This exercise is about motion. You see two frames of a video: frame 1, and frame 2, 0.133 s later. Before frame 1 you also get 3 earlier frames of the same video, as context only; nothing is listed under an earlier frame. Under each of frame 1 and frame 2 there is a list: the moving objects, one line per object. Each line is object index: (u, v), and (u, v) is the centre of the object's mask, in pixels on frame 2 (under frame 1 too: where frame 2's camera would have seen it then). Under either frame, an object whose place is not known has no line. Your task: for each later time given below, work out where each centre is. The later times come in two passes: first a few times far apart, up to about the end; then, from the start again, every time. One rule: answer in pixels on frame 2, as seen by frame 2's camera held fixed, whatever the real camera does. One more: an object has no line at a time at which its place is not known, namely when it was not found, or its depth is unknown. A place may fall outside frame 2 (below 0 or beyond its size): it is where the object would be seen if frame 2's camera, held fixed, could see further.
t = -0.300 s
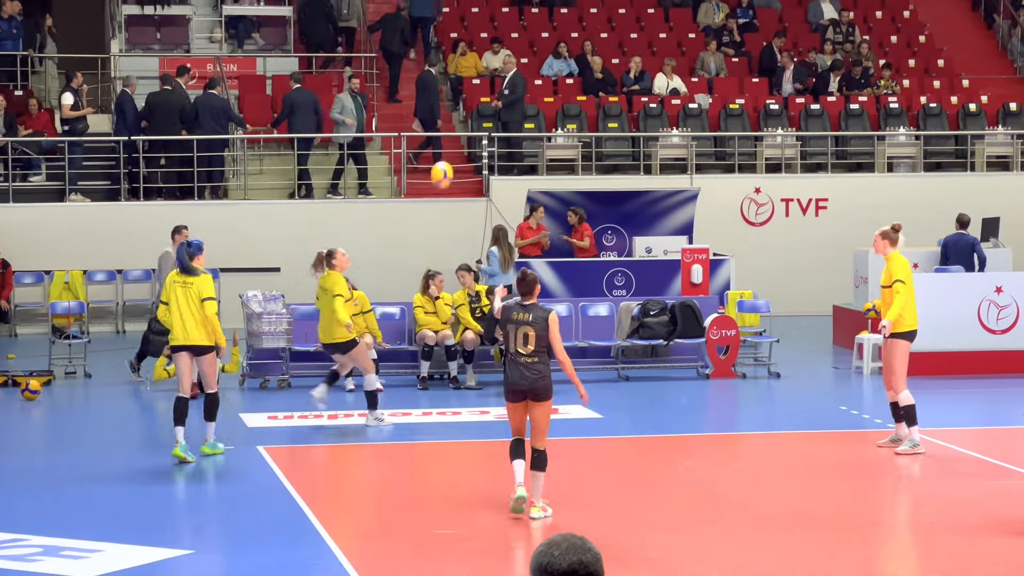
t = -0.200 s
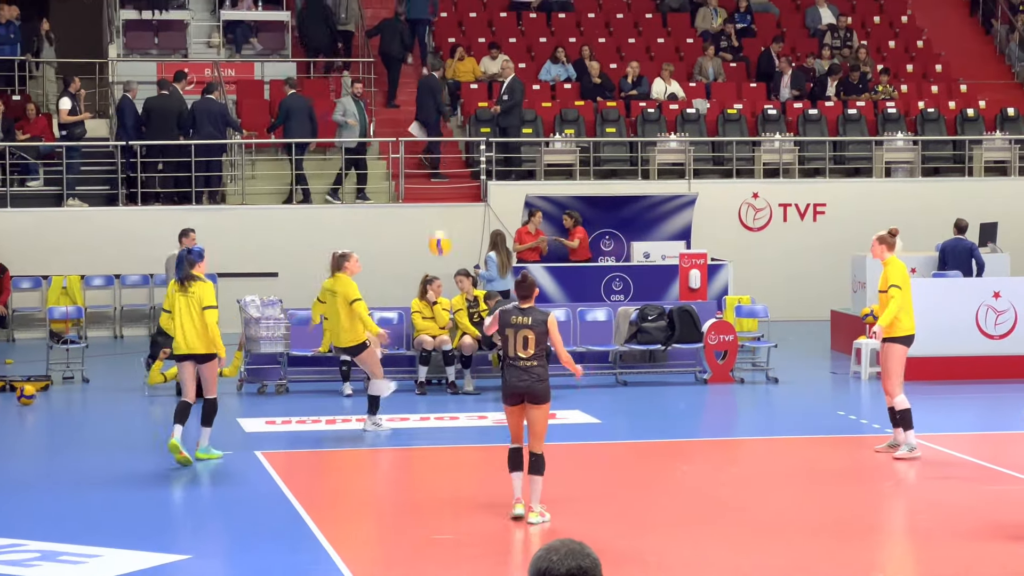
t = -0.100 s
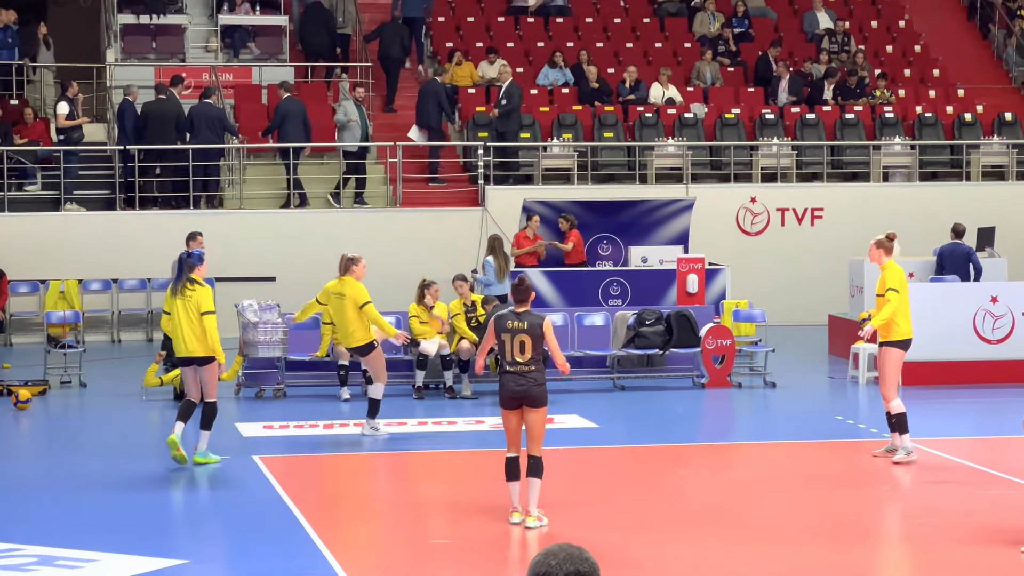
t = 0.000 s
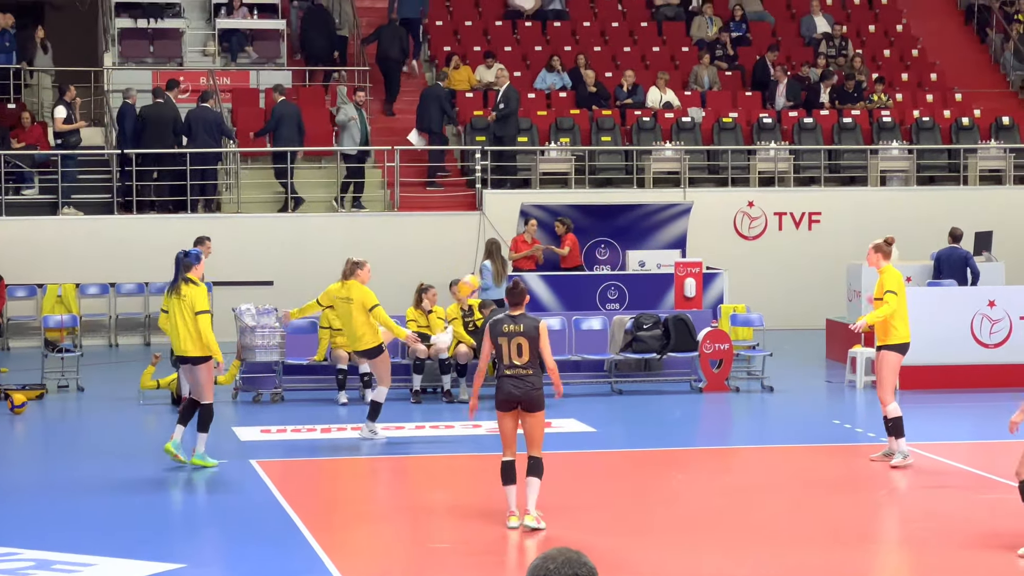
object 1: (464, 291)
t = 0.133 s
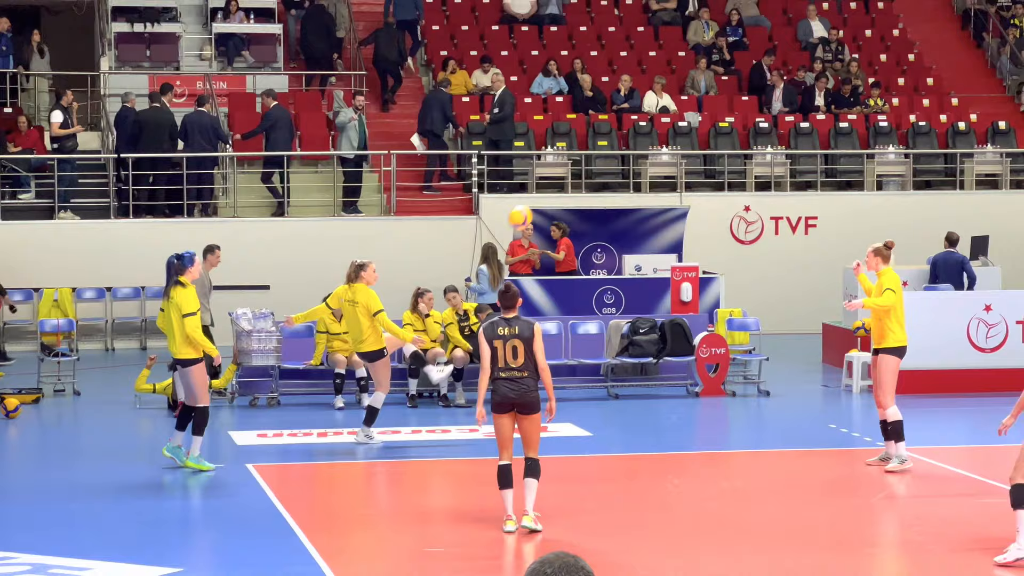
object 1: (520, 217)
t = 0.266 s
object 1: (577, 162)
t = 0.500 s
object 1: (677, 111)
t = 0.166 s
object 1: (534, 202)
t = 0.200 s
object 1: (549, 186)
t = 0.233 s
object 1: (562, 174)
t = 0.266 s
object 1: (577, 162)
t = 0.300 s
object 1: (591, 151)
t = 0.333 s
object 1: (605, 141)
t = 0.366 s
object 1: (619, 133)
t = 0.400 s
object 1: (634, 126)
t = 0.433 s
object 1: (648, 120)
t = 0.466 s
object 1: (662, 116)
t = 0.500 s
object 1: (677, 111)
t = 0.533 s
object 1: (692, 109)
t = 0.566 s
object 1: (707, 107)
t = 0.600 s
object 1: (721, 108)
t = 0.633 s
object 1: (736, 109)
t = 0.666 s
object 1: (752, 112)
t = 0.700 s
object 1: (767, 116)
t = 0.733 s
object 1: (782, 121)
